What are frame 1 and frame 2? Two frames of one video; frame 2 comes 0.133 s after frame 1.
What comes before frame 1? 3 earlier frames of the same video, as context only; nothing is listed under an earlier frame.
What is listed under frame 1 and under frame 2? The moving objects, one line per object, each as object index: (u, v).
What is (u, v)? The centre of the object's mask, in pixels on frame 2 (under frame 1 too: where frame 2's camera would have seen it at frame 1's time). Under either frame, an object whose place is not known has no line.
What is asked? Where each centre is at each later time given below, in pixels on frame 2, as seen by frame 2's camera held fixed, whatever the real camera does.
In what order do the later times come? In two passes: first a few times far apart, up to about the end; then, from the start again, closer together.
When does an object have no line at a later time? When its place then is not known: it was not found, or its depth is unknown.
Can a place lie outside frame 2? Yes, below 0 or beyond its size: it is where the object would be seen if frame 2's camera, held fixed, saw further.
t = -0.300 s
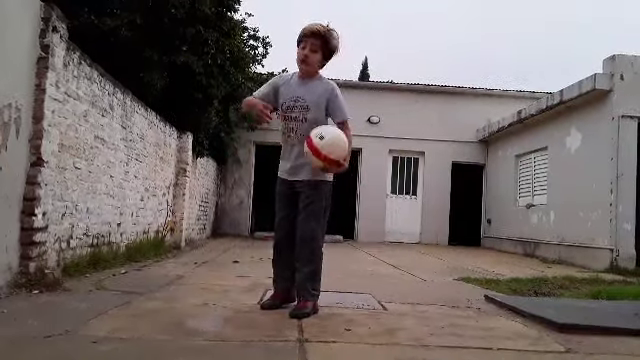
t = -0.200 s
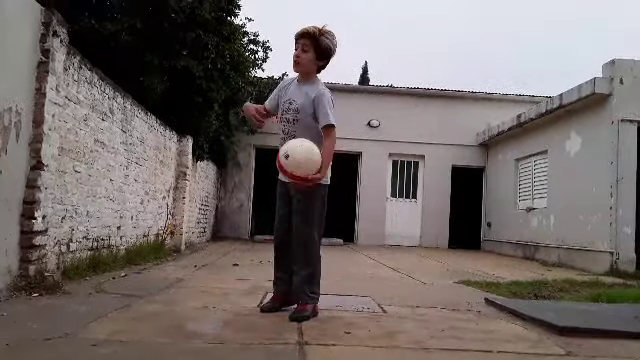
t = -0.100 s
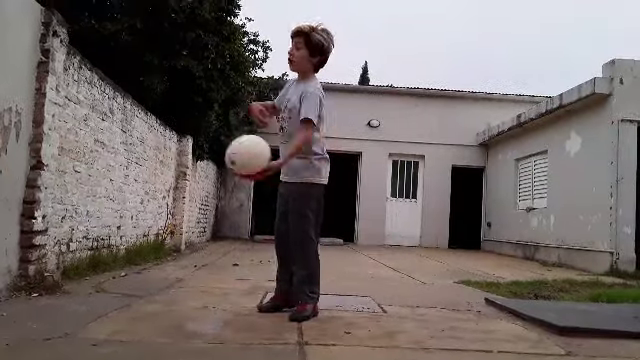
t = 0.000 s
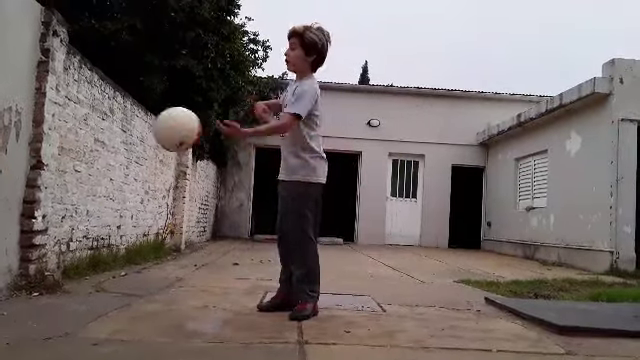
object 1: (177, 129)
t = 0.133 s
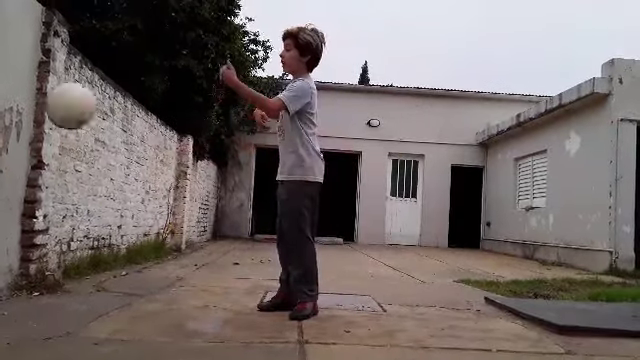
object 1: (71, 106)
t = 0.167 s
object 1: (43, 105)
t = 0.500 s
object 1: (82, 168)
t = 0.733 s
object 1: (158, 276)
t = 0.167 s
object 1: (43, 105)
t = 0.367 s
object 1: (25, 123)
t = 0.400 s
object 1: (40, 132)
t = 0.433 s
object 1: (55, 142)
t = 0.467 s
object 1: (68, 153)
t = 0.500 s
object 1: (82, 168)
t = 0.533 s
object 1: (95, 185)
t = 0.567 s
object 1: (108, 204)
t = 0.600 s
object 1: (120, 226)
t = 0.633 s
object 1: (132, 247)
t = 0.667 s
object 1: (143, 273)
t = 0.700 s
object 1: (152, 290)
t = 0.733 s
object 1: (158, 276)
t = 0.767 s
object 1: (164, 259)
